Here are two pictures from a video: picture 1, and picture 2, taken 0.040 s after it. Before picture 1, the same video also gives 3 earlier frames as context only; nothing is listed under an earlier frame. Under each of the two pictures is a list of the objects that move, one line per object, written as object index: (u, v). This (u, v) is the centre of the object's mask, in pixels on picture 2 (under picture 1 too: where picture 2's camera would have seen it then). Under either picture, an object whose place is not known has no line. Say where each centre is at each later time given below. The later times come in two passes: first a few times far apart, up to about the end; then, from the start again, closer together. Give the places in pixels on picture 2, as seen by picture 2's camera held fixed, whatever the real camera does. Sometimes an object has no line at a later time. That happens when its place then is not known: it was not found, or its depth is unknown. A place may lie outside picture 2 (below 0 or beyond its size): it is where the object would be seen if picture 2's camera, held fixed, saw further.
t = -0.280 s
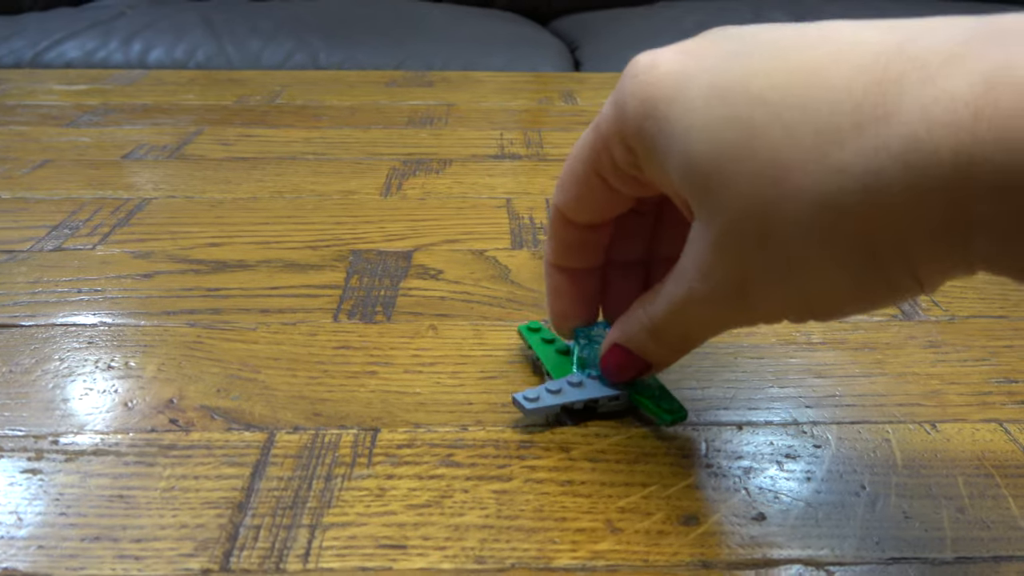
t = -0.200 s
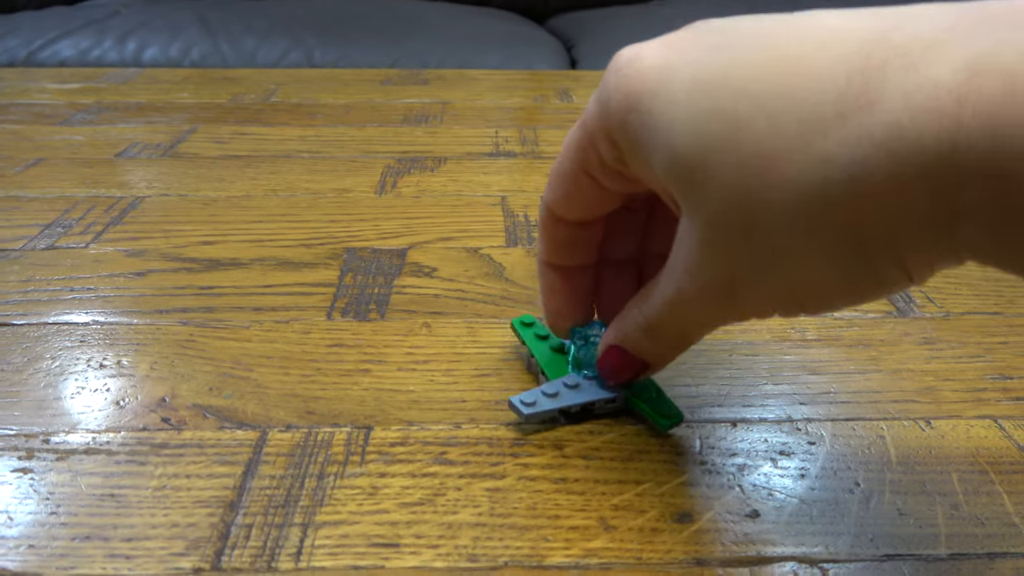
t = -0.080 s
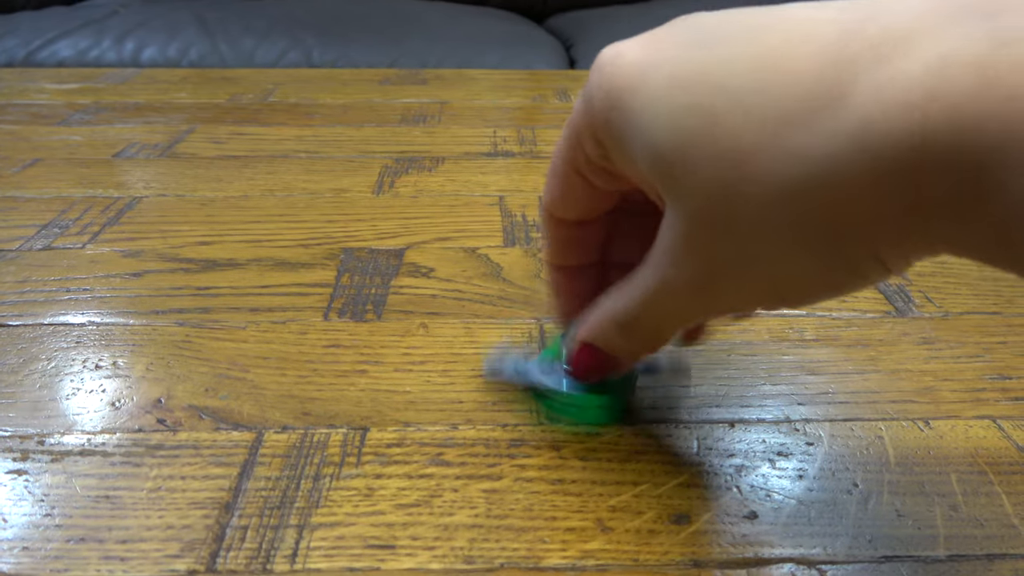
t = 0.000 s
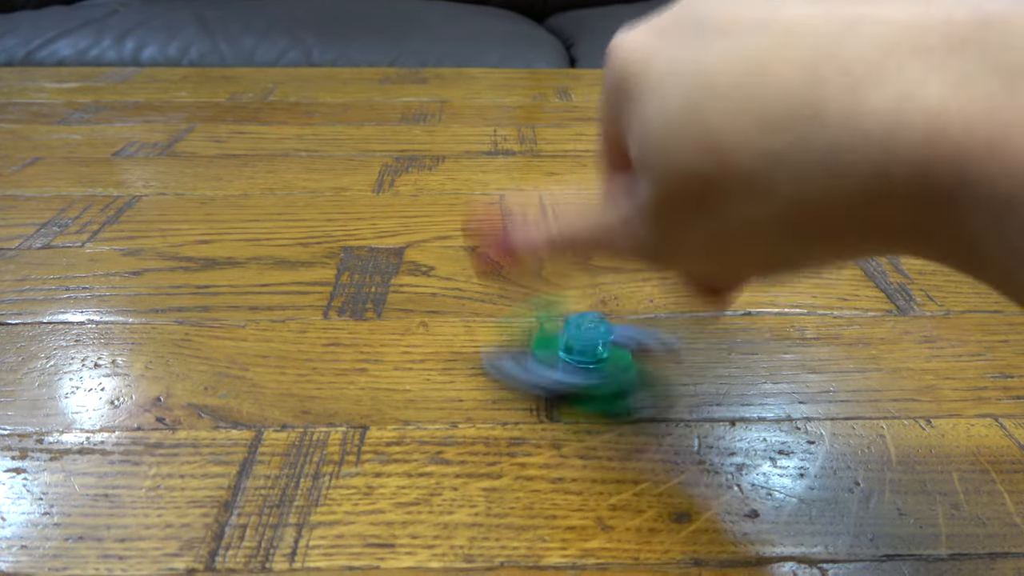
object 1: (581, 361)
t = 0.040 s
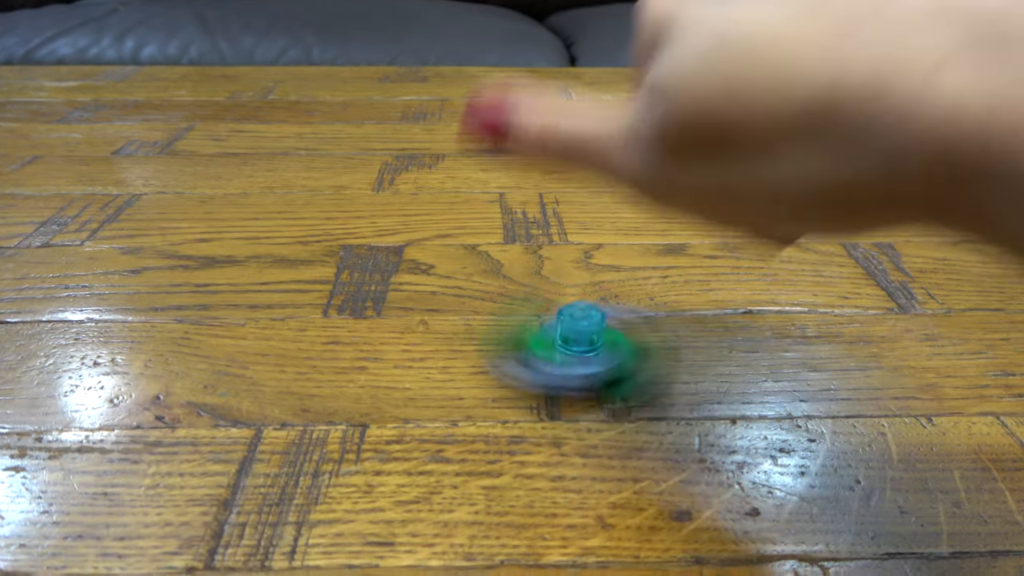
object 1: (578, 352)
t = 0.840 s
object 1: (609, 344)
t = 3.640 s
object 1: (618, 364)
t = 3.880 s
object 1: (614, 364)
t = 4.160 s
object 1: (615, 364)
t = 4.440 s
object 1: (609, 362)
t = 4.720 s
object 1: (608, 362)
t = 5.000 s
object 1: (617, 361)
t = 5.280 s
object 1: (617, 363)
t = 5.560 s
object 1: (608, 360)
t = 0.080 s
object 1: (577, 344)
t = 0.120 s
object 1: (571, 345)
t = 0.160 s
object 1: (578, 345)
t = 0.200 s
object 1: (576, 344)
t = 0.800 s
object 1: (615, 354)
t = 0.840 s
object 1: (609, 344)
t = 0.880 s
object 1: (605, 344)
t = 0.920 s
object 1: (599, 345)
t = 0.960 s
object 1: (600, 349)
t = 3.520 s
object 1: (612, 360)
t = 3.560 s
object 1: (612, 363)
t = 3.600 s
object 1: (613, 363)
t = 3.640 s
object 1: (618, 364)
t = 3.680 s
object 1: (616, 361)
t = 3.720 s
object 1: (612, 358)
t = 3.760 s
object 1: (613, 360)
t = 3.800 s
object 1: (614, 361)
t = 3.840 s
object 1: (613, 364)
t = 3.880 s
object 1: (614, 364)
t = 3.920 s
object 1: (619, 363)
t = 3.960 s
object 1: (617, 363)
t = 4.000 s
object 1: (613, 358)
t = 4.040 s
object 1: (614, 361)
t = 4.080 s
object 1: (611, 361)
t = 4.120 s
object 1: (610, 361)
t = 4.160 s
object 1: (615, 364)
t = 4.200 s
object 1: (616, 363)
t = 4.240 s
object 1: (617, 364)
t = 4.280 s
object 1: (615, 361)
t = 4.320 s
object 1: (615, 357)
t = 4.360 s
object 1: (618, 361)
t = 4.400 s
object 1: (613, 361)
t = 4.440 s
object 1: (609, 362)
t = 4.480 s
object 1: (614, 364)
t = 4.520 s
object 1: (618, 365)
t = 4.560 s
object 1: (615, 363)
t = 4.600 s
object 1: (613, 362)
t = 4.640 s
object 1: (614, 359)
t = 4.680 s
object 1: (615, 359)
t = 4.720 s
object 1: (608, 362)
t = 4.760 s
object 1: (609, 363)
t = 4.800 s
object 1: (614, 366)
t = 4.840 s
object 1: (615, 366)
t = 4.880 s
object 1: (615, 365)
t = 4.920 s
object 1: (616, 364)
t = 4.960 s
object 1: (620, 363)
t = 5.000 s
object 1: (617, 361)
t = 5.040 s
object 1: (611, 362)
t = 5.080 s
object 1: (611, 360)
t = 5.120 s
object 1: (617, 362)
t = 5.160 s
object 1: (613, 363)
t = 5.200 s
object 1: (609, 365)
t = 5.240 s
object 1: (612, 363)
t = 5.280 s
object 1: (617, 363)
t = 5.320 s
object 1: (615, 363)
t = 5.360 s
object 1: (609, 364)
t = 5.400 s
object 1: (610, 363)
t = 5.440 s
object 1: (618, 362)
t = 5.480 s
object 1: (617, 361)
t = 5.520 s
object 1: (614, 361)
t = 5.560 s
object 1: (608, 360)
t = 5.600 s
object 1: (617, 360)
